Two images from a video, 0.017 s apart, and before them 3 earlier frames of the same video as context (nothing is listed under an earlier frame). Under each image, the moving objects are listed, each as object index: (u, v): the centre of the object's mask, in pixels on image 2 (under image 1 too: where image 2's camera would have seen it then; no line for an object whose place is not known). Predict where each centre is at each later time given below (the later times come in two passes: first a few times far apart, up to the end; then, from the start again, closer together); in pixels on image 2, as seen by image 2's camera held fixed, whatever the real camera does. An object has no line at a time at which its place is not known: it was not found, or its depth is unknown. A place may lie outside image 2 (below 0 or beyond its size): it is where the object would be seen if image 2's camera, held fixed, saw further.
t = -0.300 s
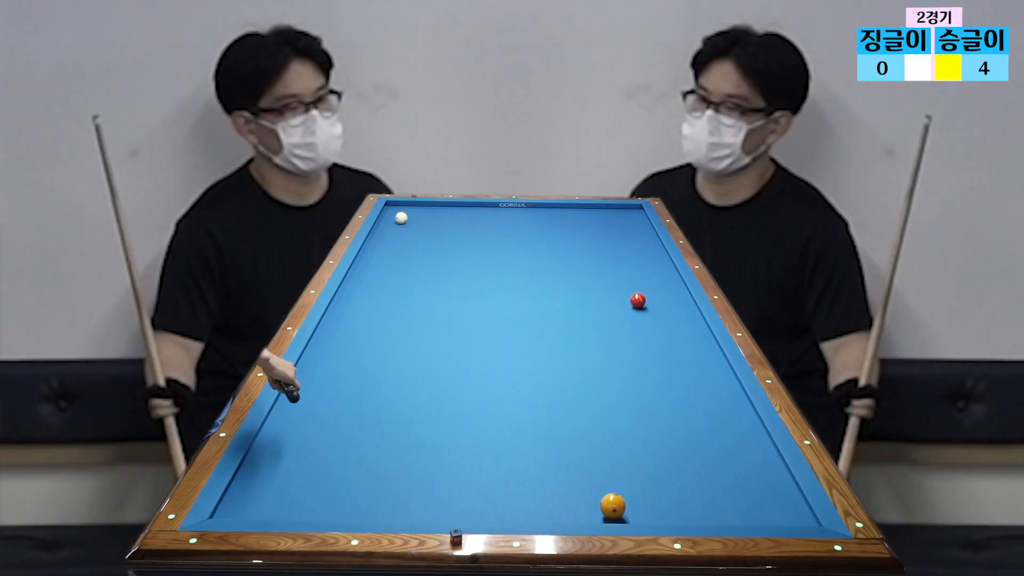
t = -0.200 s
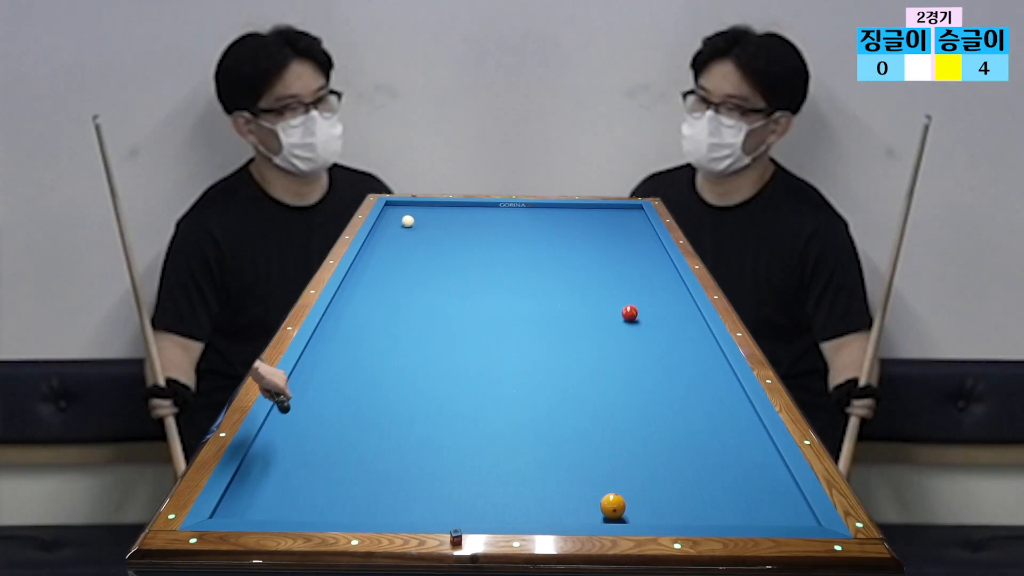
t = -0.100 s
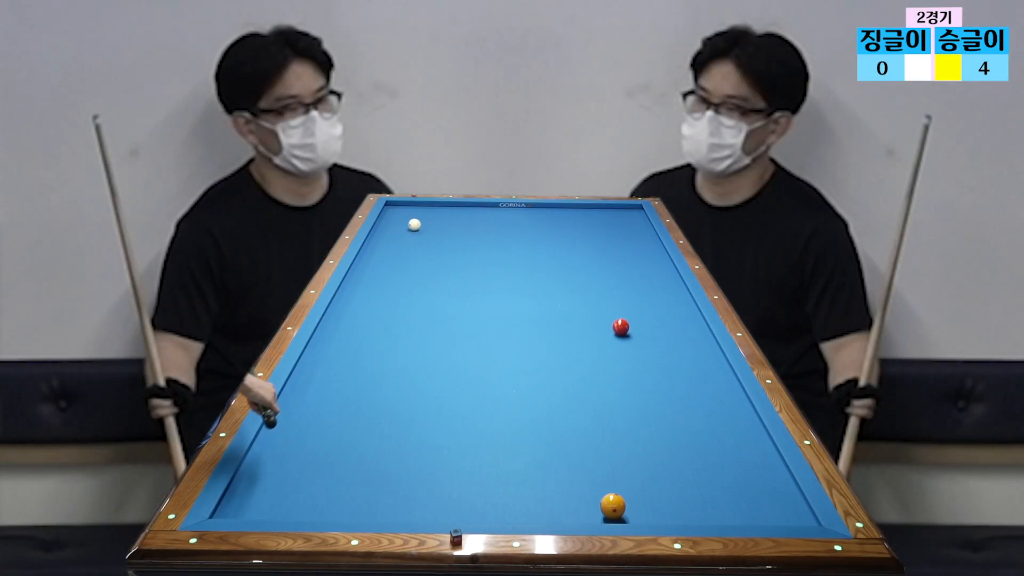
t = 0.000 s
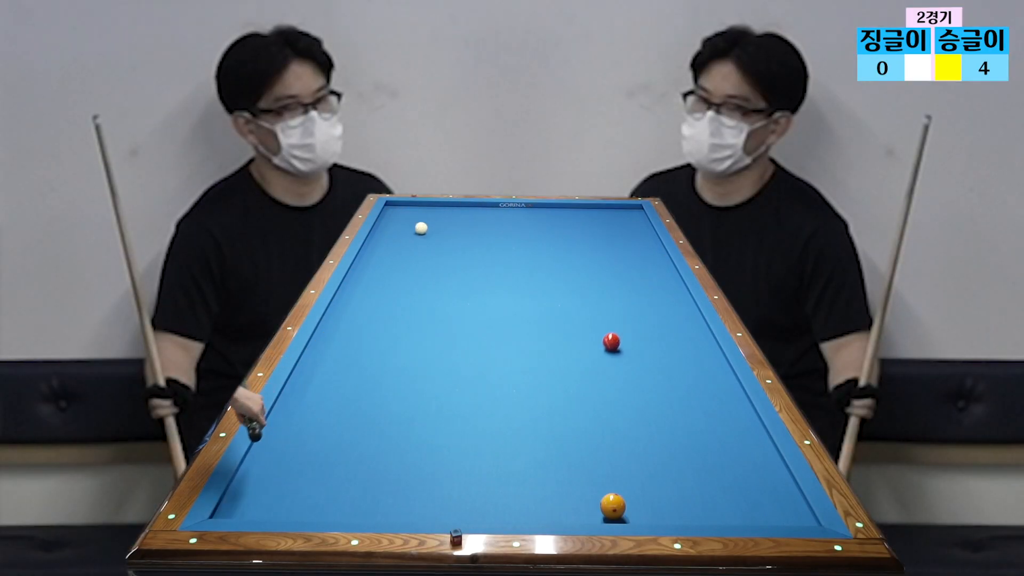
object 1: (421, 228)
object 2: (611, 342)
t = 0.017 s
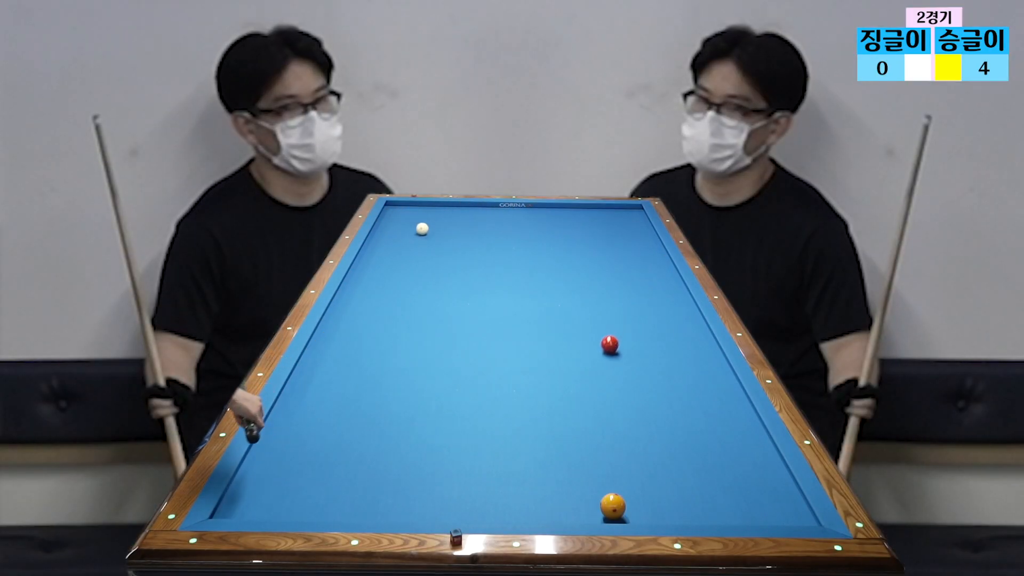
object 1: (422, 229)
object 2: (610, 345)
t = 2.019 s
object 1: (591, 318)
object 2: (340, 352)
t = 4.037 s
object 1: (715, 434)
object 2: (536, 247)
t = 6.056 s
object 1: (663, 506)
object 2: (639, 213)
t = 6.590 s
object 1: (654, 495)
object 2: (630, 220)
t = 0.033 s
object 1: (423, 229)
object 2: (608, 348)
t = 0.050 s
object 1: (424, 230)
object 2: (606, 350)
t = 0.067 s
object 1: (425, 231)
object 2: (605, 353)
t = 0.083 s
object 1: (426, 231)
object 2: (603, 356)
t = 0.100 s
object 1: (428, 232)
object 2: (601, 358)
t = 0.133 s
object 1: (430, 233)
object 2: (597, 364)
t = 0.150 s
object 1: (431, 234)
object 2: (596, 367)
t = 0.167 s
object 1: (432, 234)
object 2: (594, 370)
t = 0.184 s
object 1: (433, 235)
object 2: (592, 373)
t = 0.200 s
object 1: (435, 236)
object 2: (590, 376)
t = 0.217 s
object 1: (436, 236)
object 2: (588, 379)
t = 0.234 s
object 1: (437, 237)
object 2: (586, 382)
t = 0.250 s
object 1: (438, 237)
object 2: (584, 385)
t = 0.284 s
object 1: (441, 239)
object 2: (580, 392)
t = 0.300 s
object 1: (442, 239)
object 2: (578, 395)
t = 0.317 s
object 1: (443, 240)
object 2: (576, 398)
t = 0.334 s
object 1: (444, 241)
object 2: (573, 402)
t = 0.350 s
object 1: (445, 241)
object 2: (571, 405)
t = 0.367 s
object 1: (447, 242)
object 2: (569, 409)
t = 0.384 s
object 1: (448, 242)
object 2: (567, 412)
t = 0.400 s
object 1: (449, 243)
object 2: (564, 416)
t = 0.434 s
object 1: (451, 244)
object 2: (560, 423)
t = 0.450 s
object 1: (453, 245)
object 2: (557, 427)
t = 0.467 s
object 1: (454, 246)
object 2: (555, 431)
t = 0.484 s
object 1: (455, 246)
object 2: (552, 435)
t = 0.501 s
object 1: (456, 247)
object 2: (550, 439)
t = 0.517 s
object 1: (458, 248)
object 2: (547, 443)
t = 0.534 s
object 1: (459, 248)
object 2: (545, 447)
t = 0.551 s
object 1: (460, 249)
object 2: (542, 451)
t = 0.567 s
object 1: (461, 250)
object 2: (539, 456)
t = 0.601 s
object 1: (464, 251)
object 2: (533, 464)
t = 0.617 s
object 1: (465, 252)
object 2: (531, 469)
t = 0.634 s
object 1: (467, 252)
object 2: (528, 473)
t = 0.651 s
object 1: (468, 253)
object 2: (525, 478)
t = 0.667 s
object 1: (469, 254)
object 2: (522, 483)
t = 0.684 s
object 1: (470, 255)
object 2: (519, 488)
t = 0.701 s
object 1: (472, 255)
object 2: (515, 493)
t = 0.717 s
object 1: (473, 256)
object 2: (512, 498)
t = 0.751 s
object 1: (476, 257)
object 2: (506, 508)
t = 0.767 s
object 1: (477, 258)
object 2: (502, 511)
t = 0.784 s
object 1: (479, 259)
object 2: (499, 514)
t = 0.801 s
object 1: (480, 259)
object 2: (493, 512)
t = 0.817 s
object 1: (481, 260)
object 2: (489, 509)
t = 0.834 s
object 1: (482, 261)
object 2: (484, 505)
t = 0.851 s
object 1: (484, 261)
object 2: (479, 501)
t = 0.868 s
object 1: (485, 262)
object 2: (475, 497)
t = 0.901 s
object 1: (488, 264)
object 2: (466, 490)
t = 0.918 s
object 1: (489, 264)
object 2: (462, 487)
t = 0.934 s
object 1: (491, 265)
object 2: (457, 484)
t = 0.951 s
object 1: (492, 266)
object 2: (453, 481)
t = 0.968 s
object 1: (493, 266)
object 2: (449, 477)
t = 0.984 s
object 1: (494, 267)
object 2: (445, 475)
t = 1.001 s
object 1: (496, 268)
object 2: (441, 472)
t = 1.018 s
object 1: (497, 269)
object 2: (437, 469)
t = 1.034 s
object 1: (499, 269)
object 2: (433, 467)
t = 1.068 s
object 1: (501, 271)
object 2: (426, 461)
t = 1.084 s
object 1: (503, 272)
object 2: (422, 459)
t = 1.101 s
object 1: (504, 272)
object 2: (418, 456)
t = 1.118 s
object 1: (506, 273)
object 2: (415, 454)
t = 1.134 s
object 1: (507, 274)
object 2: (411, 451)
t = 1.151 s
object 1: (509, 275)
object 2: (408, 449)
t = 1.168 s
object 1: (510, 275)
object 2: (404, 447)
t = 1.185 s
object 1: (512, 276)
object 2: (401, 444)
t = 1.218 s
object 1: (514, 278)
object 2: (394, 439)
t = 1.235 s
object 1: (516, 278)
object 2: (390, 437)
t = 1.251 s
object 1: (518, 279)
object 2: (387, 435)
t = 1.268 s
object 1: (519, 280)
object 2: (384, 433)
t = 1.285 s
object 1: (520, 281)
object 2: (381, 430)
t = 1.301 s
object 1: (522, 282)
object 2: (377, 428)
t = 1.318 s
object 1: (523, 282)
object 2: (374, 426)
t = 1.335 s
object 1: (525, 283)
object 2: (371, 424)
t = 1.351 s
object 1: (526, 284)
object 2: (368, 421)
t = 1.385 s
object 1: (529, 285)
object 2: (361, 417)
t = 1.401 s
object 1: (531, 286)
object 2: (358, 415)
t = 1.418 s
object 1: (532, 287)
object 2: (355, 413)
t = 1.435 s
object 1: (534, 288)
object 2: (352, 411)
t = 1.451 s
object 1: (536, 289)
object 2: (349, 409)
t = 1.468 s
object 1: (537, 290)
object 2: (347, 407)
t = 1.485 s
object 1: (539, 290)
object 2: (344, 405)
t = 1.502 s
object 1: (540, 291)
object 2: (341, 403)
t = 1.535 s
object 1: (543, 293)
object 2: (335, 399)
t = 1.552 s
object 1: (545, 294)
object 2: (332, 397)
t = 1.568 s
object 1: (546, 294)
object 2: (330, 395)
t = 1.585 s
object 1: (548, 295)
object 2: (327, 393)
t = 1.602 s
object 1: (550, 296)
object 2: (324, 391)
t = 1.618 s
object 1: (551, 297)
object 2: (322, 390)
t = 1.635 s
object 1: (553, 298)
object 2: (319, 388)
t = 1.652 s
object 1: (554, 299)
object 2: (316, 386)
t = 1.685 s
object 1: (557, 300)
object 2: (311, 382)
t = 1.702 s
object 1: (559, 301)
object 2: (309, 381)
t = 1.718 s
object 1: (561, 302)
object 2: (306, 379)
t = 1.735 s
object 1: (562, 303)
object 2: (303, 377)
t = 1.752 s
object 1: (564, 304)
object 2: (301, 375)
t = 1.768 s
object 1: (566, 305)
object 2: (300, 374)
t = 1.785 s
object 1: (567, 306)
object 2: (303, 372)
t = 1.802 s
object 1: (569, 306)
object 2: (306, 371)
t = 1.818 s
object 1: (571, 307)
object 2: (310, 369)
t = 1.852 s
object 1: (574, 309)
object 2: (315, 366)
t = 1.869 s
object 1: (576, 310)
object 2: (318, 365)
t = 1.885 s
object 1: (577, 311)
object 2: (321, 363)
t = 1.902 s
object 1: (579, 312)
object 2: (323, 362)
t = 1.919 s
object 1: (581, 312)
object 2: (326, 360)
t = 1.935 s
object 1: (582, 314)
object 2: (328, 359)
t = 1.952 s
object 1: (584, 314)
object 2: (330, 358)
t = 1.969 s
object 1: (586, 315)
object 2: (333, 357)
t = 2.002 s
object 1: (589, 317)
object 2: (338, 354)
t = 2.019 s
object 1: (591, 318)
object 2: (340, 352)
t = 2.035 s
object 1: (593, 319)
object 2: (343, 351)
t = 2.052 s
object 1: (594, 320)
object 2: (345, 350)
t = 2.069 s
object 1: (596, 321)
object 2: (348, 349)
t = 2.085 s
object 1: (598, 322)
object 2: (350, 347)
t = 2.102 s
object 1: (600, 323)
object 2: (352, 346)
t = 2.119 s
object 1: (602, 324)
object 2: (355, 345)
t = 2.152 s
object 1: (605, 325)
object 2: (359, 342)
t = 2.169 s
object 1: (607, 326)
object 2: (362, 341)
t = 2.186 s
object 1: (609, 327)
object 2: (364, 340)
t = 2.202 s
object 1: (611, 328)
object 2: (366, 339)
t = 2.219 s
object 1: (613, 329)
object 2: (368, 337)
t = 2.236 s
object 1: (614, 330)
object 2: (370, 336)
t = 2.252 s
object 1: (616, 331)
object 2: (373, 335)
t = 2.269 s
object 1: (618, 332)
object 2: (375, 334)
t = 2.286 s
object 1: (620, 333)
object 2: (377, 333)
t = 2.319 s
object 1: (623, 335)
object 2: (381, 331)
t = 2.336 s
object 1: (625, 336)
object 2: (383, 329)
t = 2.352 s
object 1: (627, 337)
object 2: (385, 328)
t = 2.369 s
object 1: (629, 338)
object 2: (387, 327)
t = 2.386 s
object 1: (631, 339)
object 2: (389, 326)
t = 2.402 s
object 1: (633, 340)
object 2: (392, 325)
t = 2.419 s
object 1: (635, 341)
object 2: (394, 324)
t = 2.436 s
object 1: (637, 342)
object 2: (396, 323)
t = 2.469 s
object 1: (641, 344)
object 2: (400, 321)
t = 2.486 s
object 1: (642, 345)
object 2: (401, 320)
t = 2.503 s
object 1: (645, 346)
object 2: (403, 319)
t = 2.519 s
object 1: (647, 347)
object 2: (405, 317)
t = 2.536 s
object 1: (649, 348)
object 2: (407, 317)
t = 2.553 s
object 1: (651, 349)
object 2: (409, 316)
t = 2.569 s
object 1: (652, 350)
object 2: (411, 314)
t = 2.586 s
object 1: (654, 351)
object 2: (413, 314)
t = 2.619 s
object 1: (659, 353)
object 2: (416, 311)
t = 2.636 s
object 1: (661, 354)
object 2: (418, 310)
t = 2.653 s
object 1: (663, 355)
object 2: (420, 309)
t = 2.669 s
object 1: (665, 356)
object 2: (422, 308)
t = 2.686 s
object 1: (667, 357)
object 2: (424, 308)
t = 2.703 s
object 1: (669, 358)
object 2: (425, 307)
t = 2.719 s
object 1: (671, 359)
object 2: (427, 306)
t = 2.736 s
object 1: (673, 360)
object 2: (429, 305)
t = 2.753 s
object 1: (675, 361)
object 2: (431, 304)
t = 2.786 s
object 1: (679, 364)
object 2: (434, 302)
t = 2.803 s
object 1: (682, 365)
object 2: (436, 301)
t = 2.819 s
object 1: (684, 366)
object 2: (438, 300)
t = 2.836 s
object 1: (686, 367)
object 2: (439, 299)
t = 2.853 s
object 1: (688, 368)
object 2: (441, 298)
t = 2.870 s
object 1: (690, 369)
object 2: (443, 297)
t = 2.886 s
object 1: (692, 370)
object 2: (444, 296)
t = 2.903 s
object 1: (694, 371)
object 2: (446, 295)
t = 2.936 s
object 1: (699, 373)
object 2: (449, 294)
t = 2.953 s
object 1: (701, 375)
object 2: (451, 293)
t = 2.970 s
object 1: (703, 376)
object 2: (452, 292)
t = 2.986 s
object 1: (705, 377)
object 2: (454, 291)
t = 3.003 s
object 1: (707, 378)
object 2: (455, 290)
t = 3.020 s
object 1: (710, 379)
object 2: (457, 290)
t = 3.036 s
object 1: (712, 380)
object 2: (459, 289)
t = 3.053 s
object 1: (714, 381)
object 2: (460, 288)
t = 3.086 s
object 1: (719, 384)
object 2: (463, 286)
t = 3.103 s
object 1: (721, 385)
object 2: (465, 285)
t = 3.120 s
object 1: (723, 386)
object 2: (466, 285)
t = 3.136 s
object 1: (726, 387)
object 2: (468, 284)
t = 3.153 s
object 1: (728, 388)
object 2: (469, 283)
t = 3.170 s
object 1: (730, 389)
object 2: (471, 282)
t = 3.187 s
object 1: (732, 391)
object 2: (472, 281)
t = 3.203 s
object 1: (735, 392)
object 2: (474, 280)
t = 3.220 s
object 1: (736, 393)
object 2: (475, 280)
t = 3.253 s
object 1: (735, 394)
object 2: (478, 278)
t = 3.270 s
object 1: (734, 395)
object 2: (479, 277)
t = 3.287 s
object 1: (733, 396)
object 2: (480, 277)
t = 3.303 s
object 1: (733, 397)
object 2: (482, 276)
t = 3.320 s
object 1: (733, 398)
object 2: (483, 275)
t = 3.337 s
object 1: (732, 399)
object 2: (485, 274)
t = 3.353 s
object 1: (732, 399)
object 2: (486, 274)
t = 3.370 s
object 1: (731, 400)
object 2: (487, 273)
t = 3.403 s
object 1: (731, 402)
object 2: (490, 271)
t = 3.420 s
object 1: (730, 403)
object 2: (491, 271)
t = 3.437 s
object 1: (730, 403)
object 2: (493, 270)
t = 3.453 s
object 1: (729, 404)
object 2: (494, 269)
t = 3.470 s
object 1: (729, 405)
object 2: (495, 268)
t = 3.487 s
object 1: (729, 406)
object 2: (497, 268)
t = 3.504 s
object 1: (728, 407)
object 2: (498, 267)
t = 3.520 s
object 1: (728, 408)
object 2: (499, 266)
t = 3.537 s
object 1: (727, 408)
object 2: (501, 266)
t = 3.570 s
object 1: (727, 410)
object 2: (503, 264)
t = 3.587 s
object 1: (726, 411)
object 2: (504, 264)
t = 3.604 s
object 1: (726, 412)
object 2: (506, 263)
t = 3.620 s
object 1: (725, 413)
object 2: (507, 262)
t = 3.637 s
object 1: (725, 413)
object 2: (508, 262)
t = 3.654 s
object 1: (725, 414)
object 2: (509, 261)
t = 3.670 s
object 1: (724, 415)
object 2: (510, 260)
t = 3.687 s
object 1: (724, 416)
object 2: (512, 260)
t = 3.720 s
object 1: (723, 418)
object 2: (514, 258)
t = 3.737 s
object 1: (723, 418)
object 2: (515, 258)
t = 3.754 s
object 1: (722, 419)
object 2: (517, 257)
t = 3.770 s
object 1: (722, 420)
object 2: (518, 256)
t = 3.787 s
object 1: (721, 421)
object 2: (519, 256)
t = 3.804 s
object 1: (721, 422)
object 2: (520, 255)
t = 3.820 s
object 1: (721, 423)
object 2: (521, 255)
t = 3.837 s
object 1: (720, 423)
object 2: (522, 254)
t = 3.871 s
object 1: (719, 425)
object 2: (525, 253)
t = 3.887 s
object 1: (719, 426)
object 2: (526, 252)
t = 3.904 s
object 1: (718, 427)
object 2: (527, 251)
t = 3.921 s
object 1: (718, 428)
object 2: (528, 251)
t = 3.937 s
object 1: (717, 429)
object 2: (529, 250)
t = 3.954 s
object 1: (717, 430)
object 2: (530, 250)
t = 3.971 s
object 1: (717, 430)
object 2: (531, 249)
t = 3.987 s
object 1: (716, 431)
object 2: (532, 248)
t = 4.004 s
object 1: (716, 432)
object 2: (533, 248)
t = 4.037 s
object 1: (715, 434)
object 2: (536, 247)
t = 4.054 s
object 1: (714, 435)
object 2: (536, 246)
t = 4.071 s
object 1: (714, 435)
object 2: (538, 246)
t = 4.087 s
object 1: (713, 436)
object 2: (538, 245)
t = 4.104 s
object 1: (713, 437)
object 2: (540, 244)
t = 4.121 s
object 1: (713, 438)
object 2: (541, 244)
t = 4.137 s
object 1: (712, 439)
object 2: (542, 243)
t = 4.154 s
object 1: (712, 440)
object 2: (543, 243)
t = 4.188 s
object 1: (711, 442)
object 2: (545, 242)
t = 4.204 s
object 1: (710, 443)
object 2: (546, 241)
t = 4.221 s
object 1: (710, 443)
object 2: (547, 241)
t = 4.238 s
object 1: (710, 444)
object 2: (548, 240)
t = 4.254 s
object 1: (709, 445)
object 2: (549, 239)
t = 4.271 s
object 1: (709, 446)
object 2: (550, 239)
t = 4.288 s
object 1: (708, 447)
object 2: (551, 238)
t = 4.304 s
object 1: (708, 448)
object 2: (552, 238)
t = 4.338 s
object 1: (707, 449)
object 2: (554, 237)
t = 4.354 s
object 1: (707, 450)
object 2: (555, 236)
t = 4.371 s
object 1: (706, 451)
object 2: (556, 236)
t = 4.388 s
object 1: (706, 452)
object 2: (556, 235)
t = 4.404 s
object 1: (705, 453)
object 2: (557, 235)
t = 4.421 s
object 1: (705, 454)
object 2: (558, 234)
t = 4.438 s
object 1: (705, 455)
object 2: (559, 234)
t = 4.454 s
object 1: (704, 456)
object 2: (560, 233)
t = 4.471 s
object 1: (704, 457)
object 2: (561, 233)
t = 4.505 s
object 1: (703, 458)
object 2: (563, 232)
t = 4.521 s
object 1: (702, 459)
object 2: (564, 231)
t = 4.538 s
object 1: (702, 460)
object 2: (565, 231)
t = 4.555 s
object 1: (701, 461)
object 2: (566, 230)
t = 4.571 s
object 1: (701, 462)
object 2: (566, 230)
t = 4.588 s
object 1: (700, 463)
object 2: (567, 229)
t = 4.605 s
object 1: (700, 464)
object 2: (568, 229)
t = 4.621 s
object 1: (700, 465)
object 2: (569, 228)
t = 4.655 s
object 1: (699, 466)
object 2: (571, 227)
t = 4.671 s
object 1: (698, 467)
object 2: (572, 227)
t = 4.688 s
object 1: (698, 468)
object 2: (573, 227)
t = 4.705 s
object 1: (698, 469)
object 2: (573, 226)
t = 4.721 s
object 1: (697, 470)
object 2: (574, 225)
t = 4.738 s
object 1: (697, 471)
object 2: (575, 225)
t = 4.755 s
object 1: (696, 472)
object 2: (576, 225)
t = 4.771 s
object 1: (696, 473)
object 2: (577, 224)
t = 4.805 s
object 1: (695, 474)
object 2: (578, 223)
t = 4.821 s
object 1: (694, 475)
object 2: (579, 223)
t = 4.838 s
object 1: (694, 476)
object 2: (580, 223)
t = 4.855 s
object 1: (693, 477)
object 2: (581, 222)
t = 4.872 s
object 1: (693, 478)
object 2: (582, 222)
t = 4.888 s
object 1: (692, 479)
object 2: (582, 221)
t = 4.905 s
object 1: (692, 480)
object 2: (583, 221)
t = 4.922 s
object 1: (692, 481)
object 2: (584, 220)
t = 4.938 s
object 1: (691, 482)
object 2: (585, 220)
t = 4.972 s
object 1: (690, 484)
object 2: (586, 219)
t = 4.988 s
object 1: (690, 485)
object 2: (587, 219)
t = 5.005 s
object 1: (689, 485)
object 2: (588, 218)
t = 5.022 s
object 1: (689, 486)
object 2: (589, 218)
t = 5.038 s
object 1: (688, 487)
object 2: (589, 217)
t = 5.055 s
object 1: (688, 488)
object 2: (590, 217)
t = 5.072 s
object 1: (688, 489)
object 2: (591, 216)
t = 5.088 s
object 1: (687, 490)
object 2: (592, 216)
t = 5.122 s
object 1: (686, 492)
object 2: (593, 215)
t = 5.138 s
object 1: (686, 493)
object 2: (594, 215)
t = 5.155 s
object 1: (685, 494)
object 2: (595, 214)
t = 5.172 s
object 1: (685, 495)
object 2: (596, 214)
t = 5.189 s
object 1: (684, 496)
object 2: (596, 213)
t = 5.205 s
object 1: (684, 497)
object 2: (597, 213)
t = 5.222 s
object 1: (684, 497)
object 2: (598, 213)
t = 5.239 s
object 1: (683, 498)
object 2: (599, 212)
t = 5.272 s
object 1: (682, 500)
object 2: (600, 211)
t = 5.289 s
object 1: (682, 501)
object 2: (601, 211)
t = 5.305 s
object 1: (681, 502)
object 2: (601, 211)
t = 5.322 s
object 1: (681, 503)
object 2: (602, 210)
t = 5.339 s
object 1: (680, 504)
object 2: (603, 210)
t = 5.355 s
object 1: (680, 505)
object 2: (603, 210)
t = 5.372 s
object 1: (679, 505)
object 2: (604, 209)
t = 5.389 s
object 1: (679, 506)
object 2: (605, 209)
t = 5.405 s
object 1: (678, 507)
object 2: (605, 208)
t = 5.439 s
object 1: (678, 509)
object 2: (607, 208)
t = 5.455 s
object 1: (677, 510)
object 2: (608, 207)
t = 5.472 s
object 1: (677, 511)
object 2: (608, 207)
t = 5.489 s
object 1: (677, 512)
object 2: (609, 207)
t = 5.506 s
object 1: (676, 512)
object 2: (610, 206)
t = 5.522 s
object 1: (676, 513)
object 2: (610, 206)
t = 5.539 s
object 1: (675, 513)
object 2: (611, 206)
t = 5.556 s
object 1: (675, 514)
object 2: (612, 206)
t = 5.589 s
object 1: (674, 515)
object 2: (614, 207)
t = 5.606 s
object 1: (673, 515)
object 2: (615, 207)
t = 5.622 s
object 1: (673, 516)
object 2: (616, 207)
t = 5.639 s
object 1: (672, 515)
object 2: (616, 207)
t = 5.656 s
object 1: (672, 515)
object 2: (617, 208)
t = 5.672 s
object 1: (672, 515)
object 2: (618, 208)
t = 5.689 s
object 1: (671, 514)
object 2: (619, 208)
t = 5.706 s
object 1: (671, 514)
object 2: (620, 208)
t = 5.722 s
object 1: (670, 514)
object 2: (621, 209)
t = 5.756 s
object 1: (670, 513)
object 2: (623, 209)
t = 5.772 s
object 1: (669, 513)
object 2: (624, 209)
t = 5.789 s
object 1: (669, 513)
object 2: (625, 210)
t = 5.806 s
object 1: (668, 512)
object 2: (625, 210)
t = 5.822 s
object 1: (668, 512)
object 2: (627, 210)
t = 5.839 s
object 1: (668, 512)
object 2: (628, 210)
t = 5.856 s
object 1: (667, 511)
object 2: (628, 210)
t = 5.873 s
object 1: (667, 511)
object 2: (629, 211)
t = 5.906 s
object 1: (666, 510)
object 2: (631, 211)
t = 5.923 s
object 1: (666, 510)
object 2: (632, 211)
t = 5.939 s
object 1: (666, 510)
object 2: (633, 212)
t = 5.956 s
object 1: (665, 509)
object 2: (634, 212)
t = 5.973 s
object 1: (665, 508)
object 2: (635, 212)
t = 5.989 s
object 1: (664, 508)
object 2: (635, 212)
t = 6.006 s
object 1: (664, 507)
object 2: (637, 213)
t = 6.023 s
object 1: (664, 507)
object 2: (638, 213)
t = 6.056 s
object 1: (663, 506)
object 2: (639, 213)
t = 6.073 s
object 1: (663, 506)
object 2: (640, 214)
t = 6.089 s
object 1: (662, 505)
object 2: (641, 214)
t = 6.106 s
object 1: (662, 505)
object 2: (641, 214)
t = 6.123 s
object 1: (662, 505)
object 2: (640, 214)
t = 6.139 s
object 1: (662, 504)
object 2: (640, 215)
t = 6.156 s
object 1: (661, 504)
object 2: (639, 215)
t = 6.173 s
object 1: (661, 503)
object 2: (639, 215)
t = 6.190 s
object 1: (661, 503)
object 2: (639, 215)
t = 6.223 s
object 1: (660, 502)
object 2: (638, 215)
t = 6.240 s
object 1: (660, 502)
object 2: (638, 216)
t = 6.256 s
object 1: (659, 501)
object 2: (638, 216)
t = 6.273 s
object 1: (659, 501)
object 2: (637, 216)
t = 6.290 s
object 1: (659, 501)
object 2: (637, 217)
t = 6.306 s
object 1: (659, 501)
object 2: (637, 217)
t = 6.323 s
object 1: (658, 500)
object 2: (636, 217)
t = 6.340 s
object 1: (658, 500)
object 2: (636, 217)
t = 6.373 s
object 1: (657, 499)
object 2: (635, 217)
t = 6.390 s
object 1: (657, 498)
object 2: (635, 218)
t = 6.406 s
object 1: (657, 498)
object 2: (634, 218)
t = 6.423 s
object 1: (656, 498)
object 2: (634, 218)
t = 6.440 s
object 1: (656, 497)
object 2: (634, 218)
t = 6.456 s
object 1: (656, 497)
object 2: (633, 218)
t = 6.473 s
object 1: (655, 497)
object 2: (633, 219)
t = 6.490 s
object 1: (655, 496)
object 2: (633, 219)
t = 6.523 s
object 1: (655, 496)
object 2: (632, 219)
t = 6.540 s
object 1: (654, 495)
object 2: (632, 219)
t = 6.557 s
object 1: (654, 495)
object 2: (631, 220)
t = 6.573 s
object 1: (654, 495)
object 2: (631, 220)
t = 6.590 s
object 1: (654, 495)
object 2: (630, 220)
